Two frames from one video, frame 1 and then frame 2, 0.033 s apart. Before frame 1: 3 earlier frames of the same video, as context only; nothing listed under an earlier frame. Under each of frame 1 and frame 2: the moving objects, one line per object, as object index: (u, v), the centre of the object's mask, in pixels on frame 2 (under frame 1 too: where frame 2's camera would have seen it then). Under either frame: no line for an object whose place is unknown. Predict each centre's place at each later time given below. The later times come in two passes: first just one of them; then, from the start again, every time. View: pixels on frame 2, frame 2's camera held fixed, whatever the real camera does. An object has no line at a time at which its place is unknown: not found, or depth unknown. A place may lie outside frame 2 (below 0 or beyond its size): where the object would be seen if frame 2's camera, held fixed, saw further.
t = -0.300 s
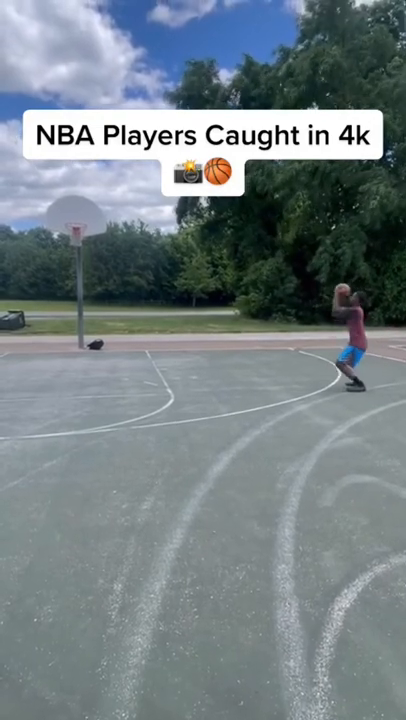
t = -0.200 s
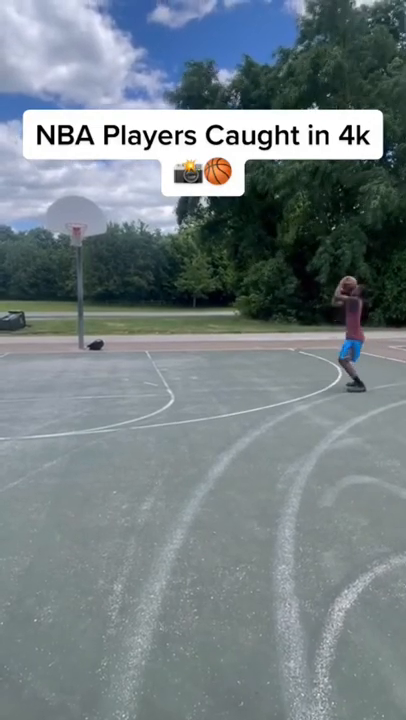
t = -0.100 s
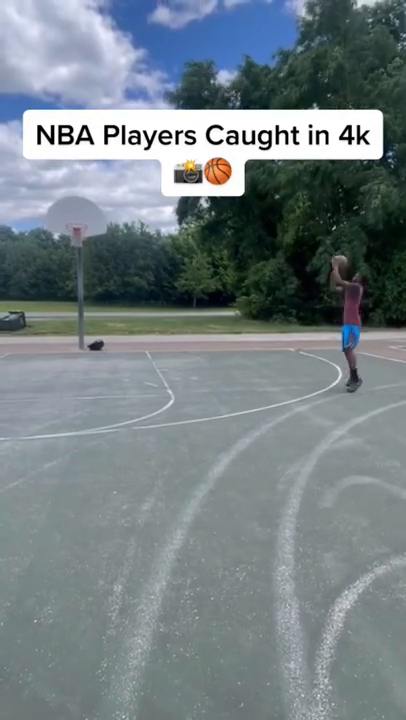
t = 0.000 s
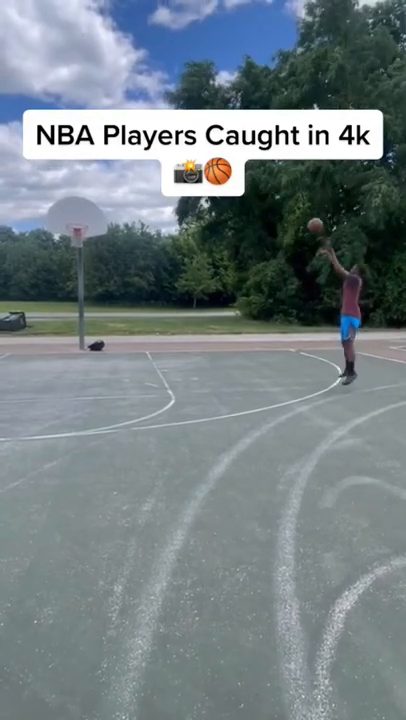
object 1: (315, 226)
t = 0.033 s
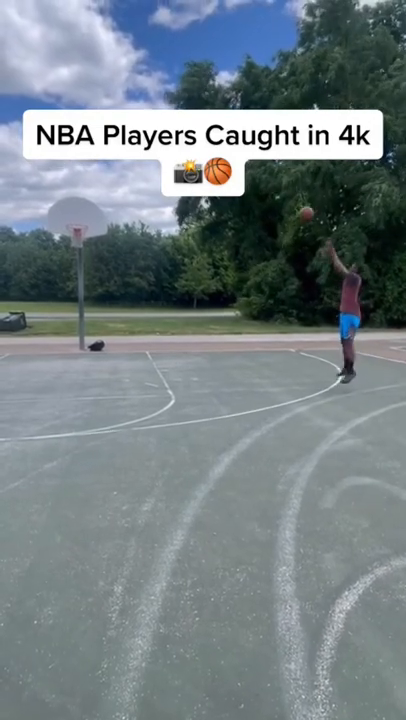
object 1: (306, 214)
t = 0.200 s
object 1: (263, 168)
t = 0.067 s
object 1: (296, 203)
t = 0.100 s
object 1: (288, 194)
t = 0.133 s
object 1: (279, 184)
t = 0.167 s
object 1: (270, 176)
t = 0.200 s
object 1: (263, 168)
